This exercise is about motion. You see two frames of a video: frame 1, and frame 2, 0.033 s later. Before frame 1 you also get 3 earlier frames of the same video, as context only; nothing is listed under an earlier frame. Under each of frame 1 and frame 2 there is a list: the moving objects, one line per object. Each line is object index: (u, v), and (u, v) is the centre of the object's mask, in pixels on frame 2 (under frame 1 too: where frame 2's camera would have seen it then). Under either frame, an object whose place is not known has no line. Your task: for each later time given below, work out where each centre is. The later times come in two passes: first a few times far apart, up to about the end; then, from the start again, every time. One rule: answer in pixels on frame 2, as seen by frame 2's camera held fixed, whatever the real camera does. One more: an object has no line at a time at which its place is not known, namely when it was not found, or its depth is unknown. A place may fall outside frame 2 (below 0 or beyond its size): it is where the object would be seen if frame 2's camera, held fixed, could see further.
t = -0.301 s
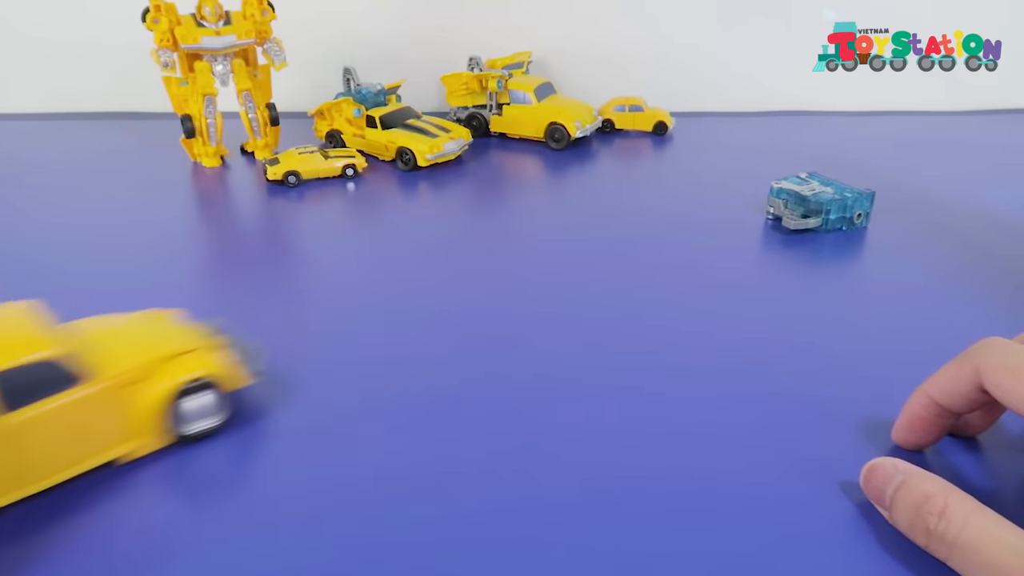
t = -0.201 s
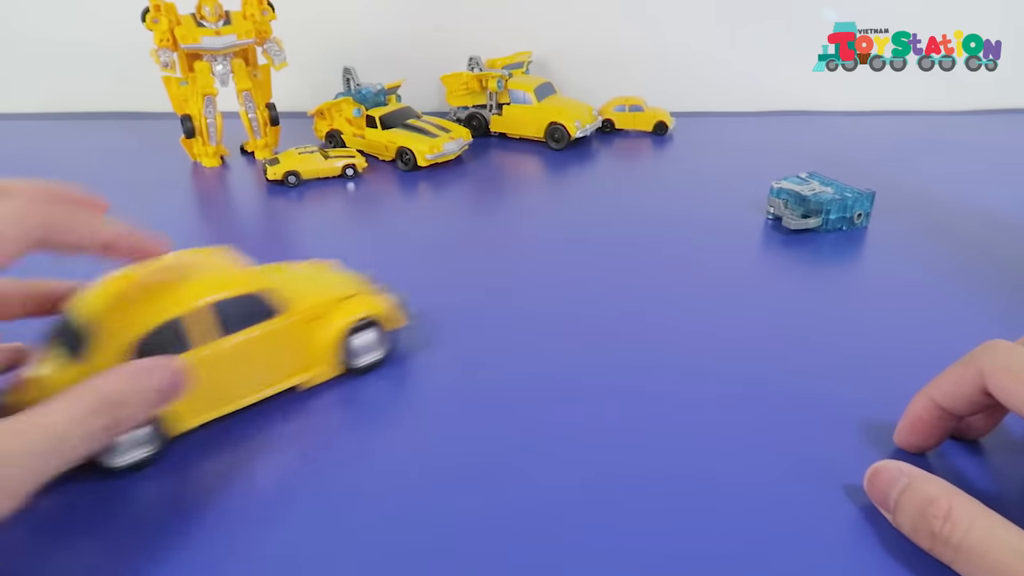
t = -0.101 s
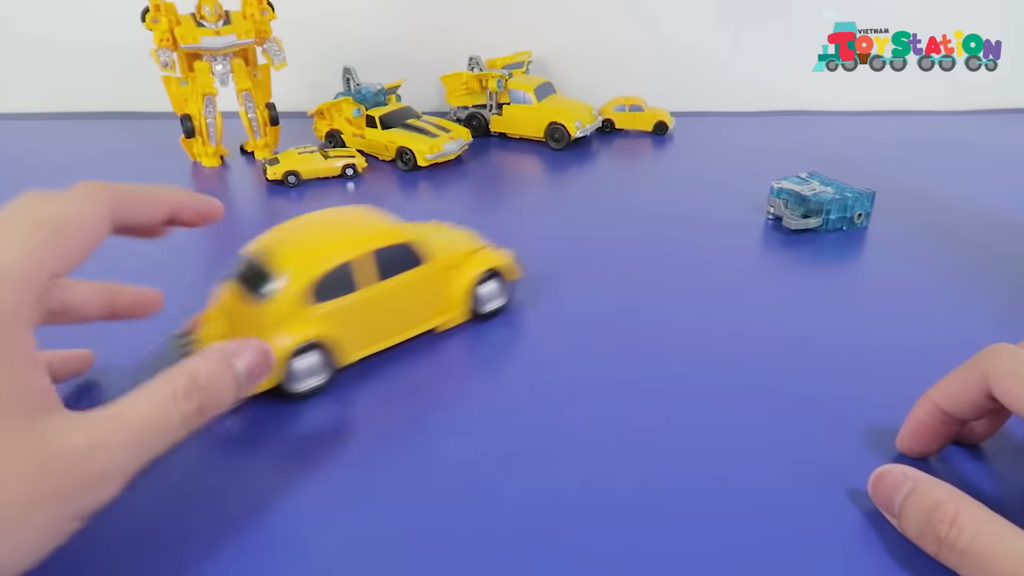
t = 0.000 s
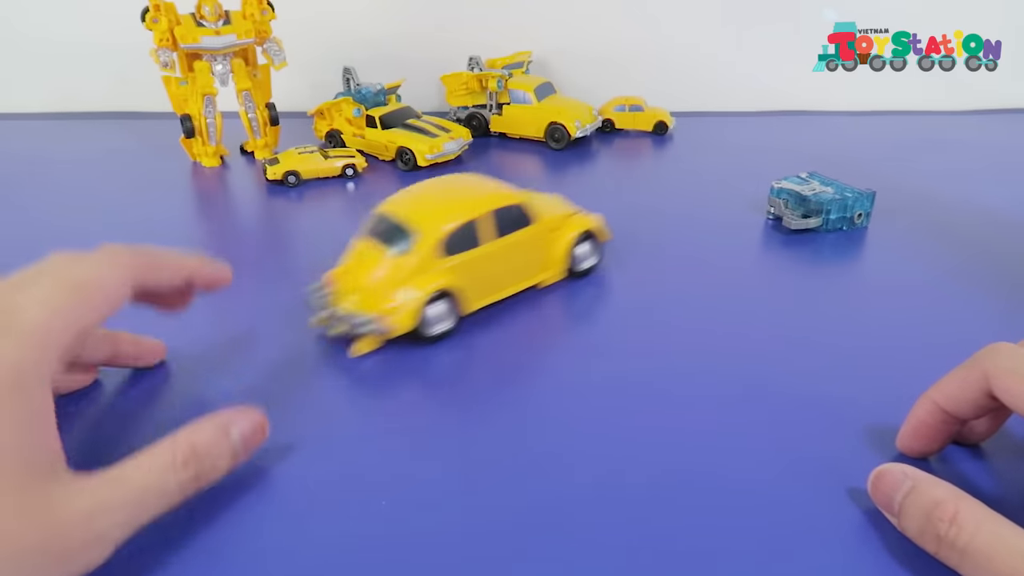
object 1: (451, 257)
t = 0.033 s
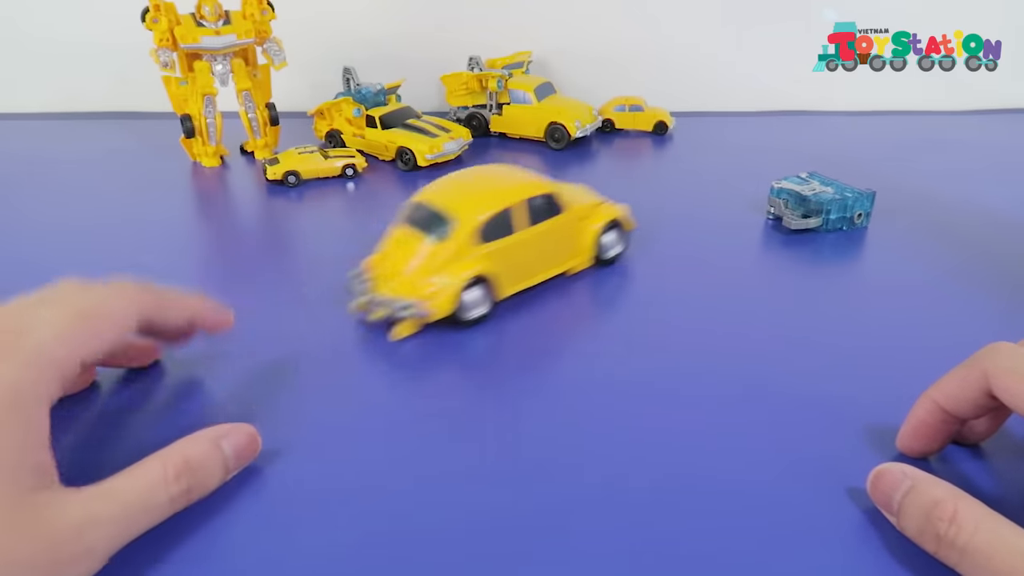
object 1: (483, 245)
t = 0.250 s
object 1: (642, 183)
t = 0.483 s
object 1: (746, 141)
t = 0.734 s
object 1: (813, 112)
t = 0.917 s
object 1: (836, 112)
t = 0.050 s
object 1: (499, 239)
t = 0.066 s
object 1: (513, 234)
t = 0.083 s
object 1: (527, 228)
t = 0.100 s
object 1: (541, 223)
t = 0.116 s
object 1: (554, 218)
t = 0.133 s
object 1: (567, 213)
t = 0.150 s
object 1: (579, 208)
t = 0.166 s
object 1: (591, 204)
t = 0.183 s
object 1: (601, 200)
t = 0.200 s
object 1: (612, 196)
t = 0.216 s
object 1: (623, 191)
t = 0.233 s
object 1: (633, 187)
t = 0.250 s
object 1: (642, 183)
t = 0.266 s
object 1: (652, 180)
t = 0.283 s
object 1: (661, 176)
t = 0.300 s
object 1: (669, 173)
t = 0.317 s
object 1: (677, 170)
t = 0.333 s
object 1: (685, 167)
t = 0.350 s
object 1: (693, 163)
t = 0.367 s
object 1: (700, 160)
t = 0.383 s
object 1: (708, 158)
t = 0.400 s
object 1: (714, 155)
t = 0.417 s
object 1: (721, 152)
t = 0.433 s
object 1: (727, 149)
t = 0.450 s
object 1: (734, 147)
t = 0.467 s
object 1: (741, 144)
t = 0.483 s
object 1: (746, 141)
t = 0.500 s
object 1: (752, 139)
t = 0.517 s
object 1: (757, 136)
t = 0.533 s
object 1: (762, 134)
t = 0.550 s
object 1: (767, 132)
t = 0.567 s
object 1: (773, 130)
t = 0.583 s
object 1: (777, 127)
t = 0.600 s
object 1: (782, 125)
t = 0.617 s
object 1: (786, 123)
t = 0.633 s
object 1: (791, 122)
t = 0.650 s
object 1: (795, 120)
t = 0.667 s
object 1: (799, 118)
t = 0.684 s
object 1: (803, 116)
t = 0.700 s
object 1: (806, 115)
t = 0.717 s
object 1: (809, 114)
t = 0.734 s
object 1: (813, 112)
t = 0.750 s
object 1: (816, 111)
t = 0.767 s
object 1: (819, 110)
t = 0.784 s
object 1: (822, 110)
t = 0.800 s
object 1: (825, 111)
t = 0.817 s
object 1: (828, 111)
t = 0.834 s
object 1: (830, 112)
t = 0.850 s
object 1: (832, 112)
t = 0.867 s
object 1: (833, 112)
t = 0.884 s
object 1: (835, 112)
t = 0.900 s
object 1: (836, 112)
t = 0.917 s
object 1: (836, 112)
